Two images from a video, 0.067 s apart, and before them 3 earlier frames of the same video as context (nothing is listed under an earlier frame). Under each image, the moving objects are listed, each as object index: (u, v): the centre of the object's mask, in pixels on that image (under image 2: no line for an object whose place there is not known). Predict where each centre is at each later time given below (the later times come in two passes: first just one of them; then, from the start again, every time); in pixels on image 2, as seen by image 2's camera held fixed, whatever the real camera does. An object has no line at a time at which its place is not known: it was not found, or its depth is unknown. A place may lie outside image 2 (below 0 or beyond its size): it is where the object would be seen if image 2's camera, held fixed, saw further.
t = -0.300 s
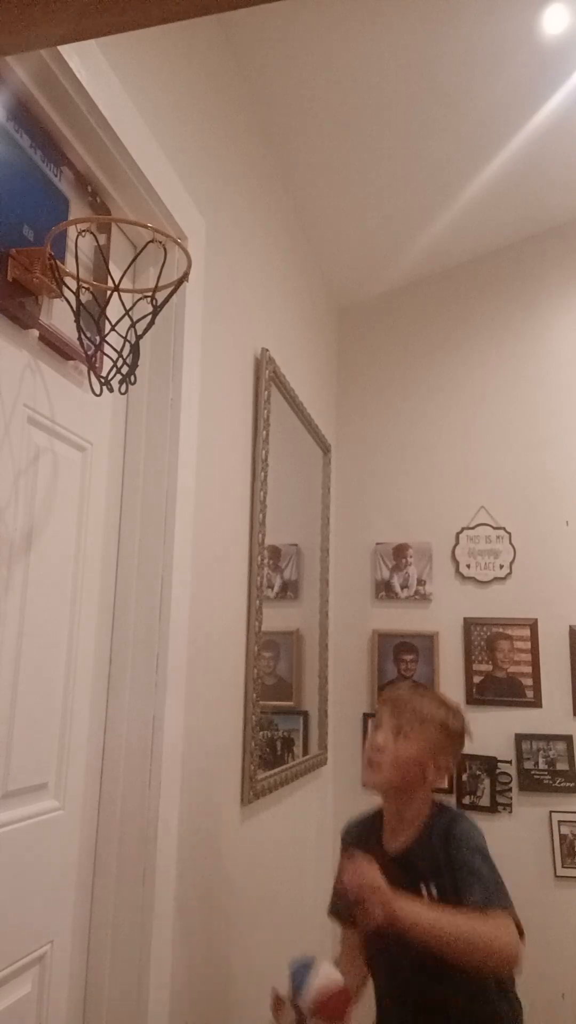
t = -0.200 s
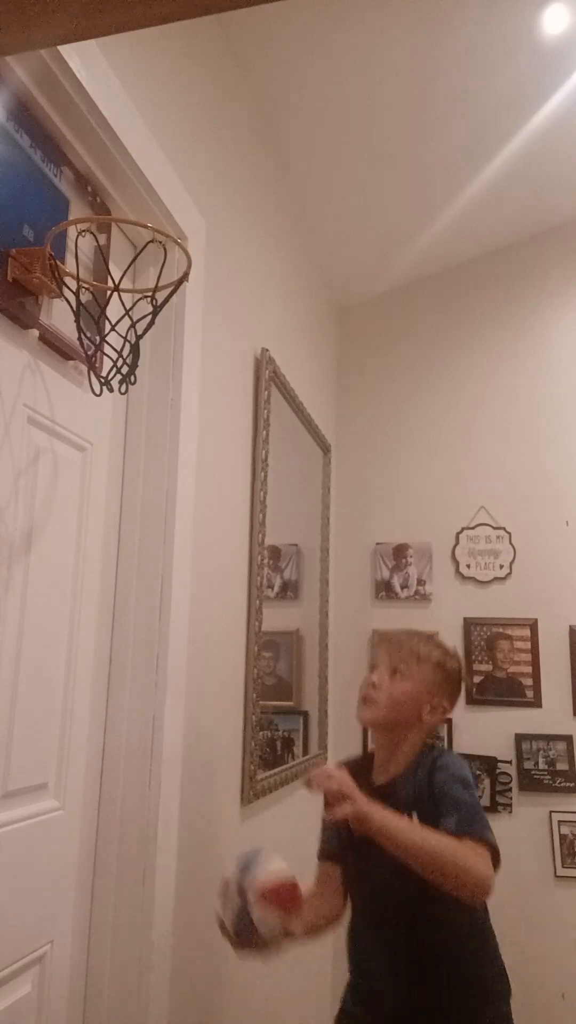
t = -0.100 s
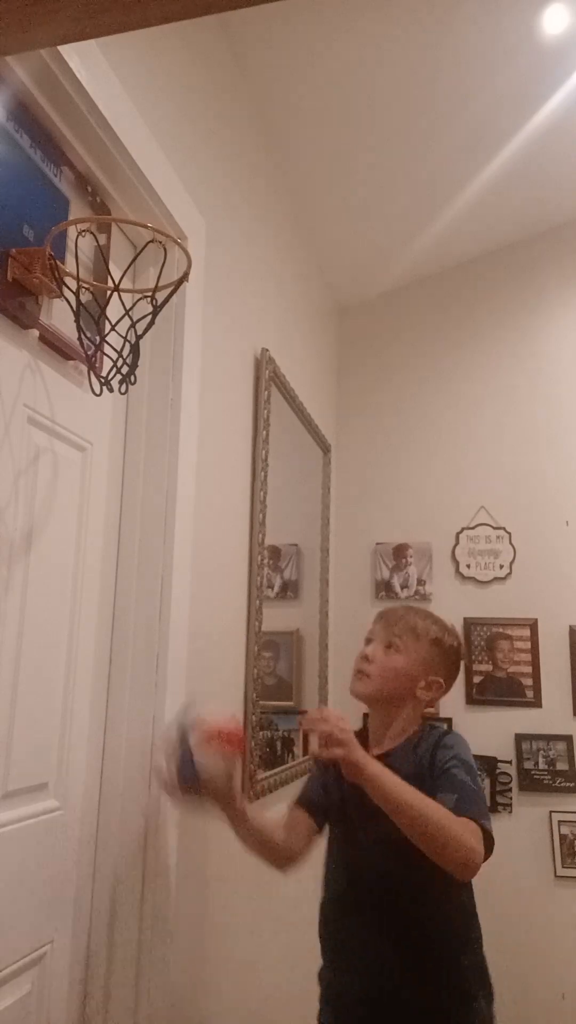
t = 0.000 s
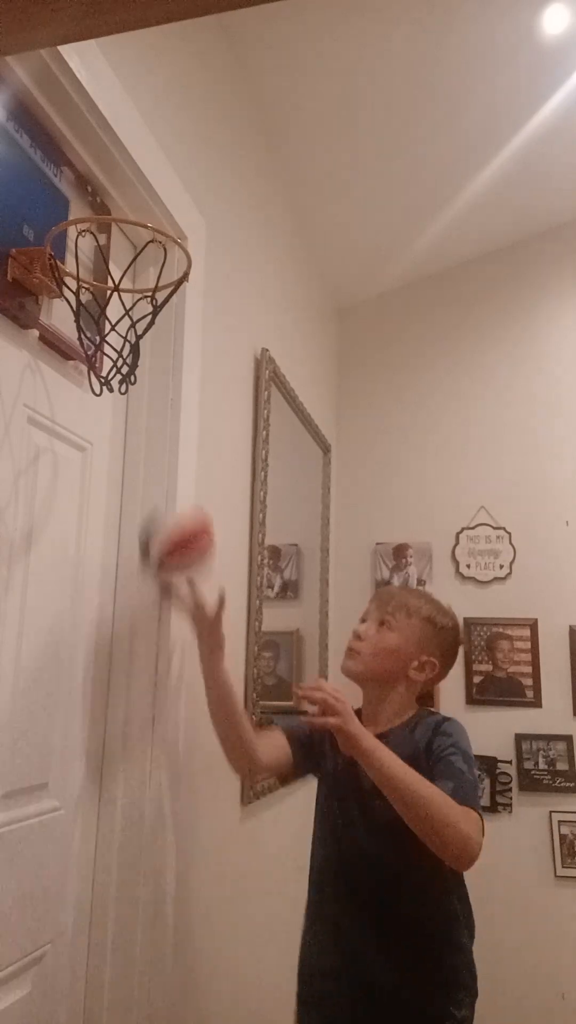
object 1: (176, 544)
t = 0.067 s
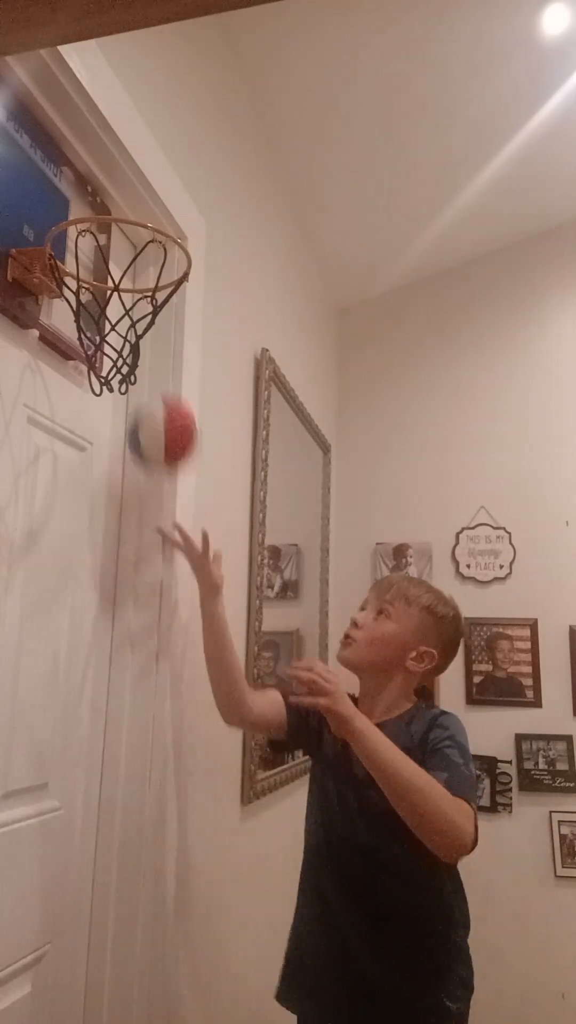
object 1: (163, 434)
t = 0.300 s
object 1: (180, 302)
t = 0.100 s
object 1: (159, 392)
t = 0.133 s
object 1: (161, 357)
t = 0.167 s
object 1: (151, 331)
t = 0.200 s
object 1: (147, 315)
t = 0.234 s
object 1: (171, 308)
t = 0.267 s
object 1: (177, 304)
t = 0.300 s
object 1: (180, 302)
